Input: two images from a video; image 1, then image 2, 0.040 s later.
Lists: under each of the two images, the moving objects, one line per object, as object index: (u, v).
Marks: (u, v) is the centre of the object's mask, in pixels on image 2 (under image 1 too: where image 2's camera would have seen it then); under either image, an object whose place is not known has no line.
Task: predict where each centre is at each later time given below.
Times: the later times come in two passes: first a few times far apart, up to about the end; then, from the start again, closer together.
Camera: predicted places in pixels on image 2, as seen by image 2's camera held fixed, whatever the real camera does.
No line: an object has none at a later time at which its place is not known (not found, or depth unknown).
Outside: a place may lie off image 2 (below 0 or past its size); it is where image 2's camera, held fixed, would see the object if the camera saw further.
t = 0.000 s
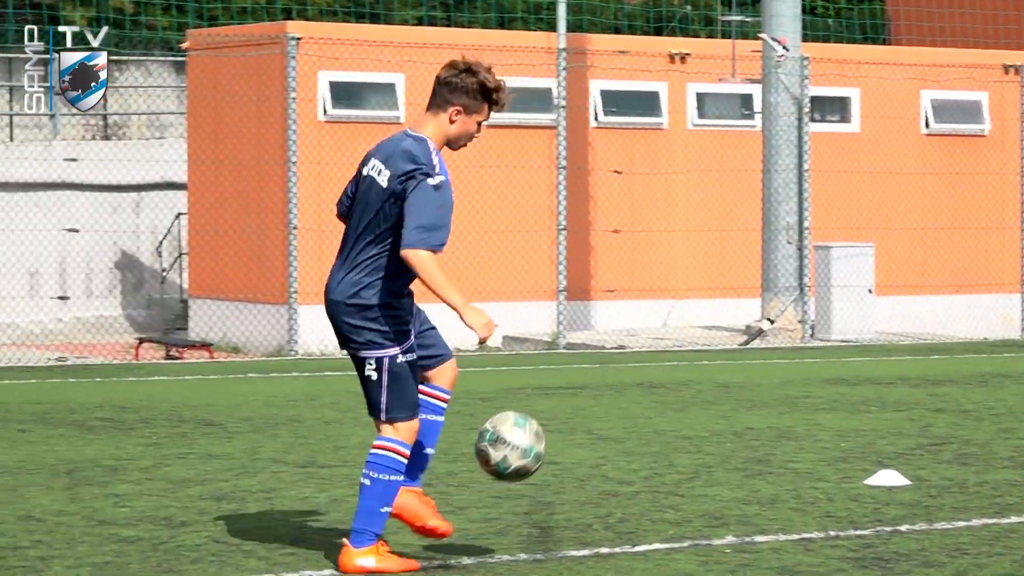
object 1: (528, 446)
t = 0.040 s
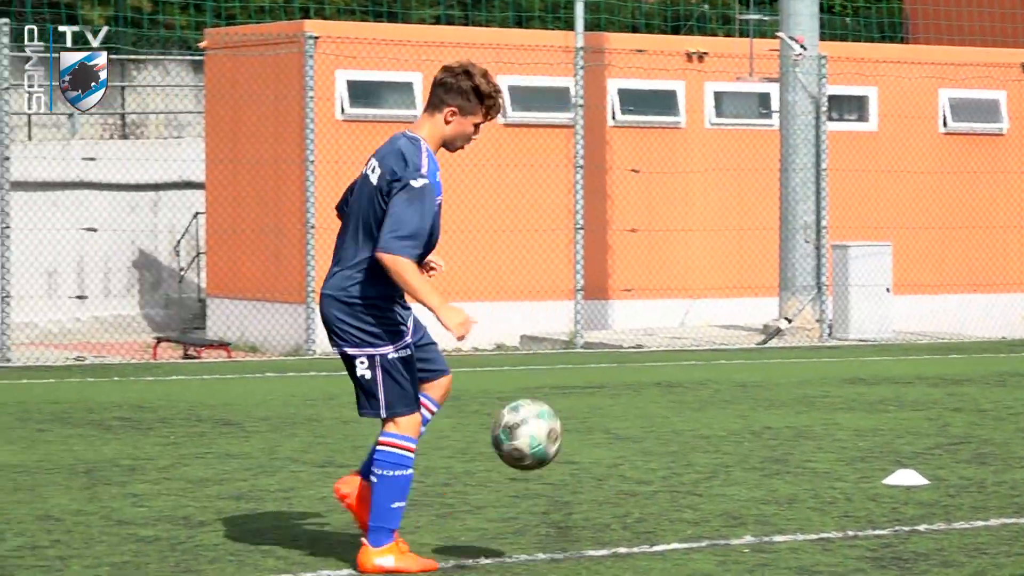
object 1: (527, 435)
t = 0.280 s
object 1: (512, 474)
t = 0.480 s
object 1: (479, 560)
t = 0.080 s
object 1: (525, 428)
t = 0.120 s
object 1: (522, 426)
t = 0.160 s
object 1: (520, 430)
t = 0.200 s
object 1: (517, 438)
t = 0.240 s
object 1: (515, 454)
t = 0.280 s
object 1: (512, 474)
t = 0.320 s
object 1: (511, 502)
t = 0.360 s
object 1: (510, 535)
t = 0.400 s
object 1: (508, 575)
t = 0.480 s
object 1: (479, 560)
